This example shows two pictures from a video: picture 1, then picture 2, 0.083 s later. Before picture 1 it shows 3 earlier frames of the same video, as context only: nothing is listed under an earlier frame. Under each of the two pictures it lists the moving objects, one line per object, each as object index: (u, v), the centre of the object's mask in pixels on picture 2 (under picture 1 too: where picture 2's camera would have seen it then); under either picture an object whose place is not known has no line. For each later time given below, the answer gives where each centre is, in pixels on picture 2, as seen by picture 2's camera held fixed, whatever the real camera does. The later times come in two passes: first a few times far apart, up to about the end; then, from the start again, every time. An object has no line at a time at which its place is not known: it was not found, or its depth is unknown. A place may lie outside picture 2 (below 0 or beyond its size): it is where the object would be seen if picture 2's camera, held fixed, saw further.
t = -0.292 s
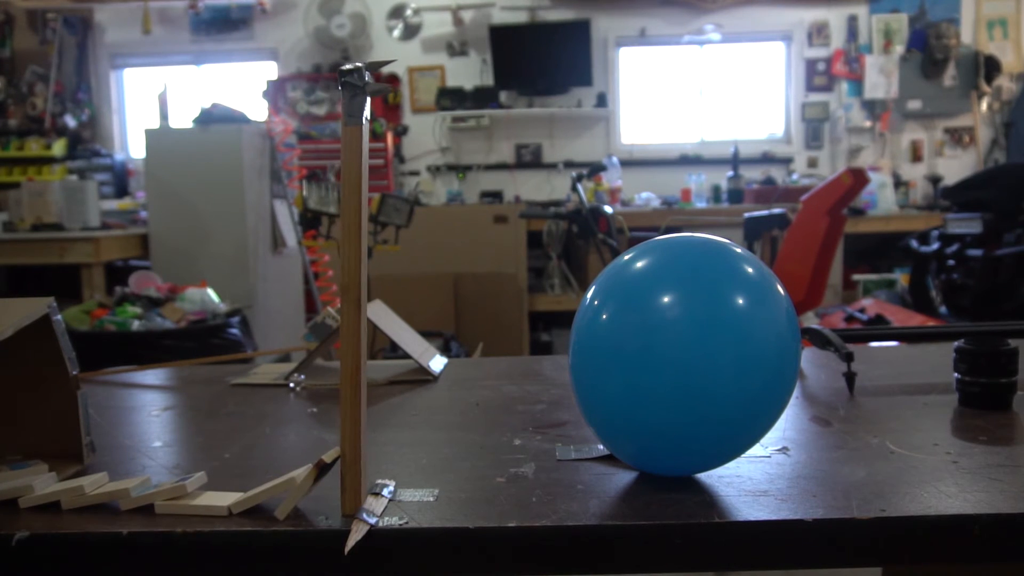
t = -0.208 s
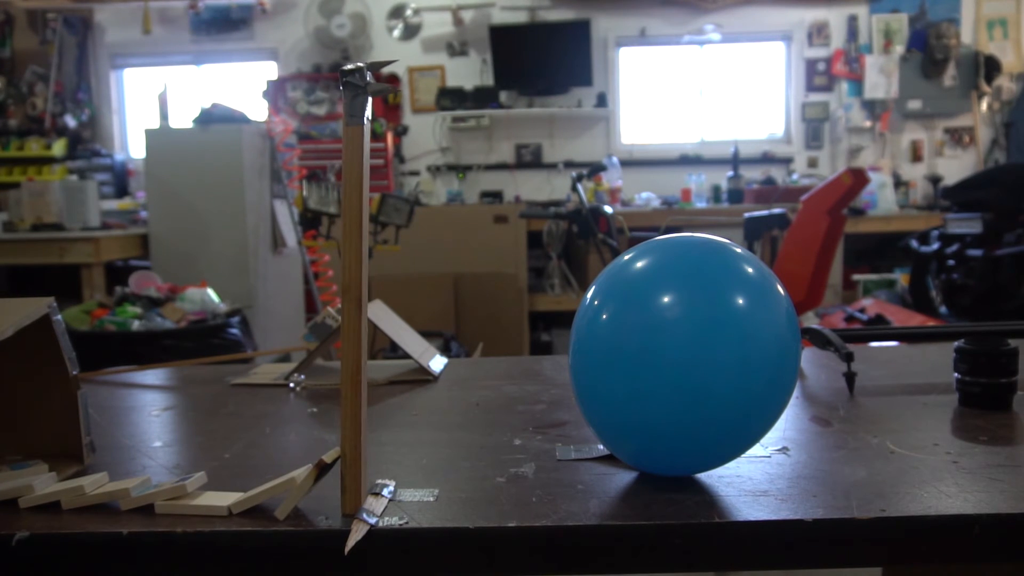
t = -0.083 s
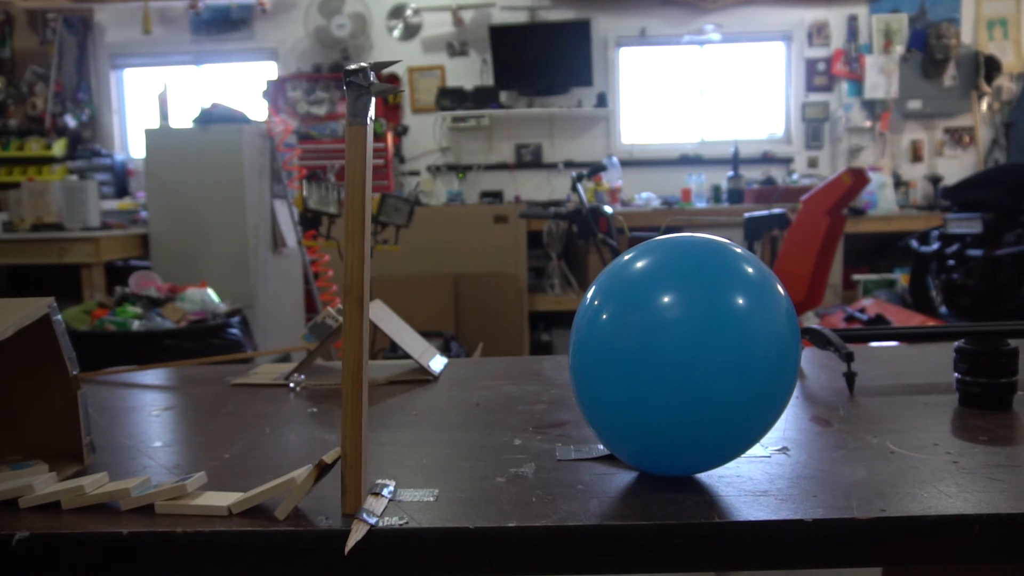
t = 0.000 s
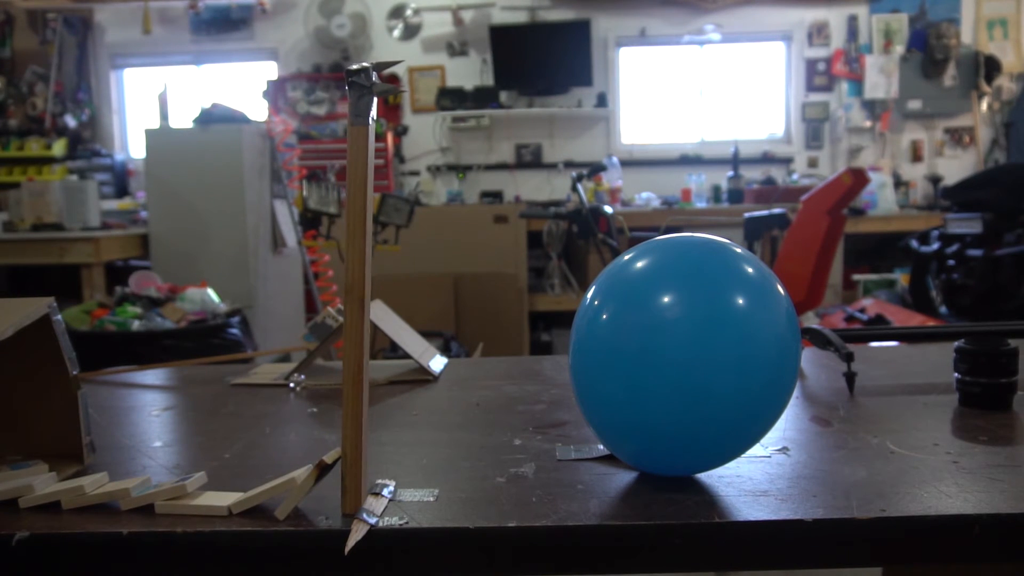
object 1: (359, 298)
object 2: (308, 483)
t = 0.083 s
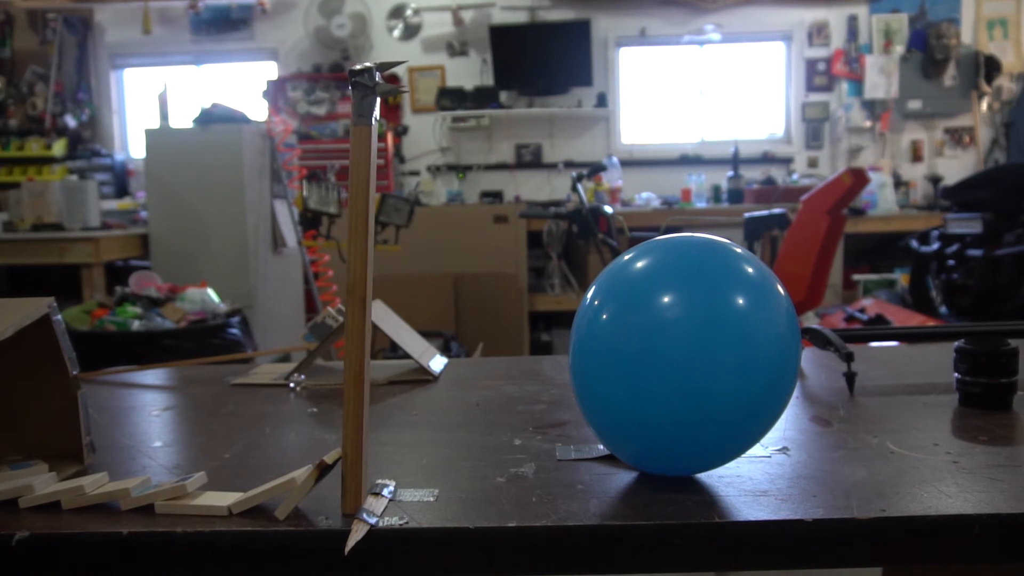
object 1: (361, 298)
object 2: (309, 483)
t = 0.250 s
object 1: (365, 297)
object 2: (309, 484)
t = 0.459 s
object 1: (372, 298)
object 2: (309, 485)
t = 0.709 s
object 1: (385, 302)
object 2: (311, 486)
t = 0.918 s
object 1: (405, 305)
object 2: (312, 488)
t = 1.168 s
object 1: (441, 320)
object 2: (315, 491)
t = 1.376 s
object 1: (488, 345)
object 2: (317, 493)
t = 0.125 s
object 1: (361, 294)
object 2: (309, 483)
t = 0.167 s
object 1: (363, 298)
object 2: (309, 483)
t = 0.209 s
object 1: (364, 298)
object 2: (309, 483)
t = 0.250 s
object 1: (365, 297)
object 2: (309, 484)
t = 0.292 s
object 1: (366, 297)
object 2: (309, 484)
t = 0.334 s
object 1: (367, 293)
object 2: (309, 484)
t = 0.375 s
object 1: (369, 298)
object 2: (309, 484)
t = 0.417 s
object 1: (370, 299)
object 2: (309, 484)
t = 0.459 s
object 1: (372, 298)
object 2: (309, 485)
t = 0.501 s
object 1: (374, 298)
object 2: (310, 485)
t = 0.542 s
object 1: (376, 300)
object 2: (310, 485)
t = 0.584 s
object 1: (378, 300)
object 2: (310, 485)
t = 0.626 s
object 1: (379, 301)
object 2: (310, 485)
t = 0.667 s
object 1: (382, 302)
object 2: (311, 486)
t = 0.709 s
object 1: (385, 302)
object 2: (311, 486)
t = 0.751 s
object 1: (389, 303)
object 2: (311, 487)
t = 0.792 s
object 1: (392, 306)
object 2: (312, 487)
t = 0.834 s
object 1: (394, 306)
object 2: (312, 487)
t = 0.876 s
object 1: (399, 302)
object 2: (312, 488)
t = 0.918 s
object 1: (405, 305)
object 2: (312, 488)
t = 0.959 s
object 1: (410, 304)
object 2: (312, 489)
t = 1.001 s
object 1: (415, 312)
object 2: (313, 490)
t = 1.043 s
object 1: (422, 310)
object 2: (314, 490)
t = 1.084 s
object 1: (426, 311)
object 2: (314, 490)
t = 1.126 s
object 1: (433, 318)
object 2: (315, 491)
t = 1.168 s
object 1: (441, 320)
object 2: (315, 491)
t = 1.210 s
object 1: (451, 323)
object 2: (316, 492)
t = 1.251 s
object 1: (460, 329)
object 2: (316, 492)
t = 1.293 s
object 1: (464, 332)
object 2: (317, 492)
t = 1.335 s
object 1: (475, 340)
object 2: (317, 493)
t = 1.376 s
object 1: (488, 345)
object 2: (317, 493)
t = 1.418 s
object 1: (498, 357)
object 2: (318, 494)
